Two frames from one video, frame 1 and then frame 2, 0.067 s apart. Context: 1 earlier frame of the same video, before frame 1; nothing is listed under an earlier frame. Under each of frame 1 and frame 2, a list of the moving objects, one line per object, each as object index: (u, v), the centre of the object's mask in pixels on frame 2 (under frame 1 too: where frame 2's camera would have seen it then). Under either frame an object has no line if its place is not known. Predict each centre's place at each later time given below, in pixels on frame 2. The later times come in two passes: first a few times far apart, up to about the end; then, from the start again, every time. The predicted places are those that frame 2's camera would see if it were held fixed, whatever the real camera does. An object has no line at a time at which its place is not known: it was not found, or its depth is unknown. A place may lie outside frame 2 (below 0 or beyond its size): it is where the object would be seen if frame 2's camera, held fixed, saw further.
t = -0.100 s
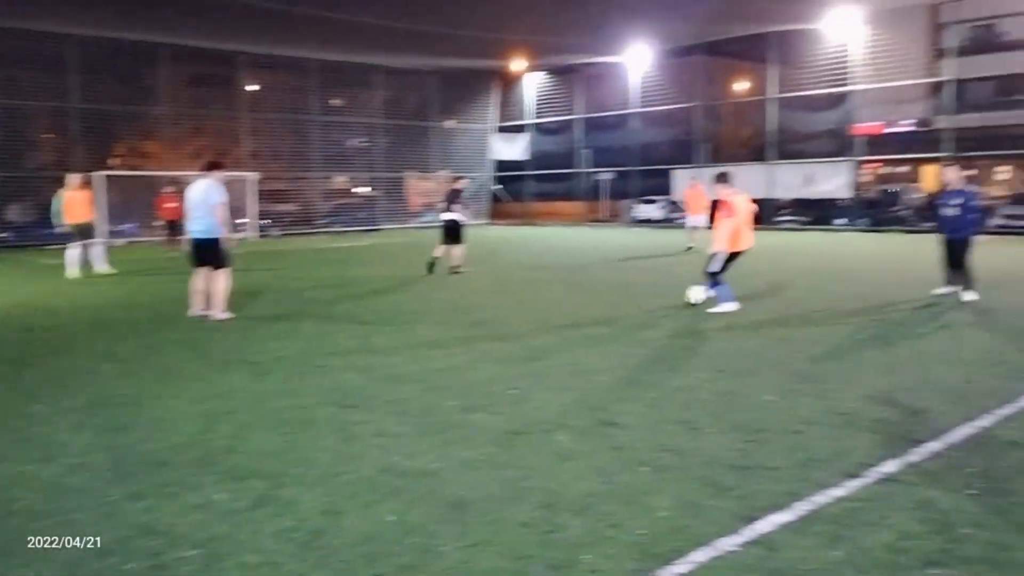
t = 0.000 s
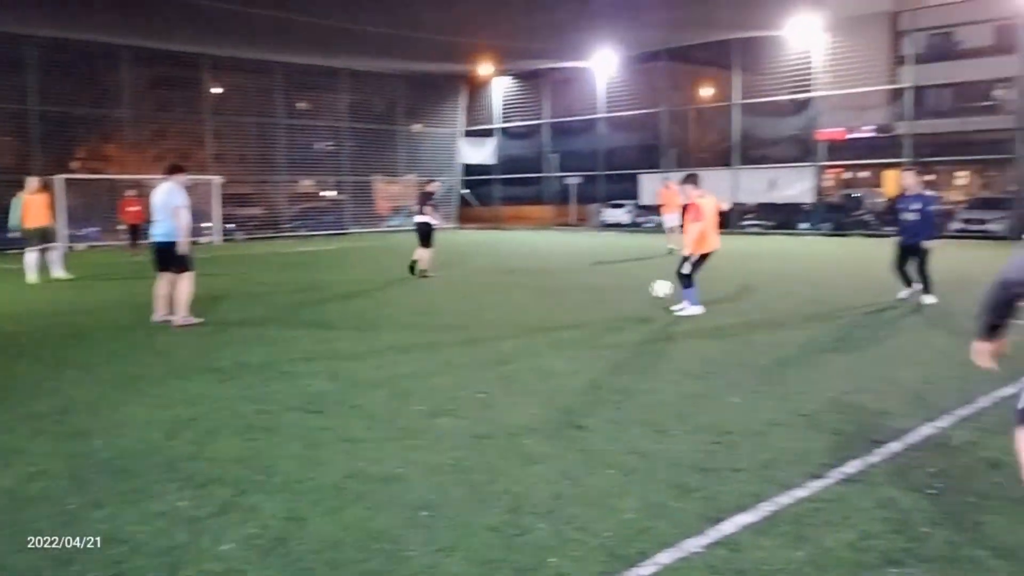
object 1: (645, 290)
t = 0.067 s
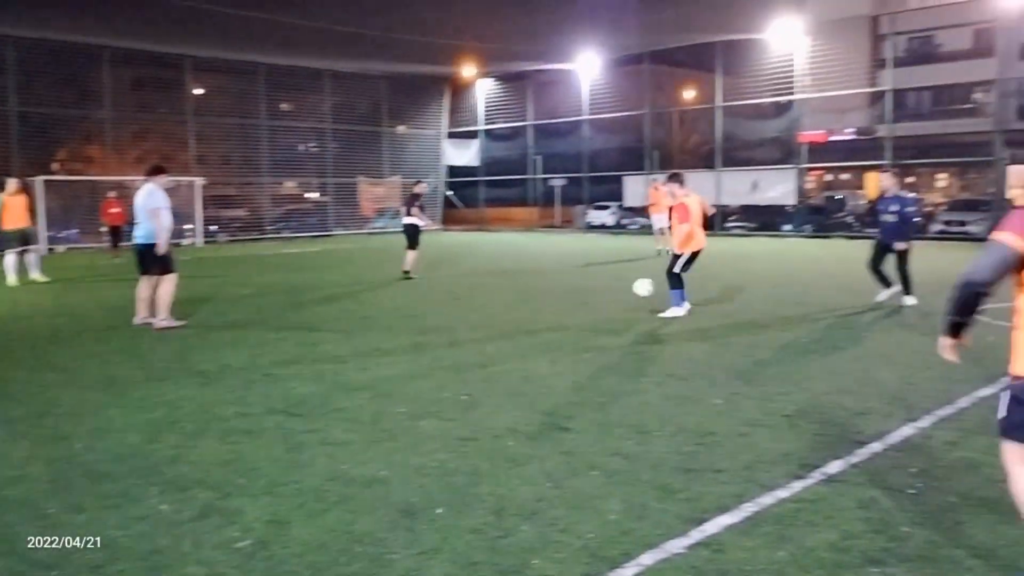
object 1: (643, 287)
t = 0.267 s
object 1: (639, 302)
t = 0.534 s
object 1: (634, 320)
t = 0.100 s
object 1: (643, 287)
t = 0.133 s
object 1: (642, 288)
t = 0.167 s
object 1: (642, 290)
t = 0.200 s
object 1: (640, 293)
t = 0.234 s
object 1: (640, 297)
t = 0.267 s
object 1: (639, 302)
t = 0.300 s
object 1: (638, 308)
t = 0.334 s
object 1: (638, 316)
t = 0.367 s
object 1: (638, 323)
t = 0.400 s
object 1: (637, 321)
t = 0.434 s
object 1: (636, 320)
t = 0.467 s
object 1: (636, 318)
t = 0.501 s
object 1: (635, 318)
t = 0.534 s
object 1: (634, 320)
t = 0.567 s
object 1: (634, 323)
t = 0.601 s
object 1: (633, 326)
